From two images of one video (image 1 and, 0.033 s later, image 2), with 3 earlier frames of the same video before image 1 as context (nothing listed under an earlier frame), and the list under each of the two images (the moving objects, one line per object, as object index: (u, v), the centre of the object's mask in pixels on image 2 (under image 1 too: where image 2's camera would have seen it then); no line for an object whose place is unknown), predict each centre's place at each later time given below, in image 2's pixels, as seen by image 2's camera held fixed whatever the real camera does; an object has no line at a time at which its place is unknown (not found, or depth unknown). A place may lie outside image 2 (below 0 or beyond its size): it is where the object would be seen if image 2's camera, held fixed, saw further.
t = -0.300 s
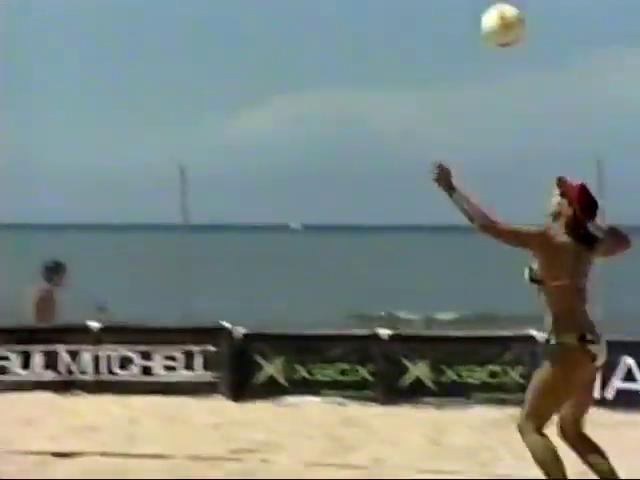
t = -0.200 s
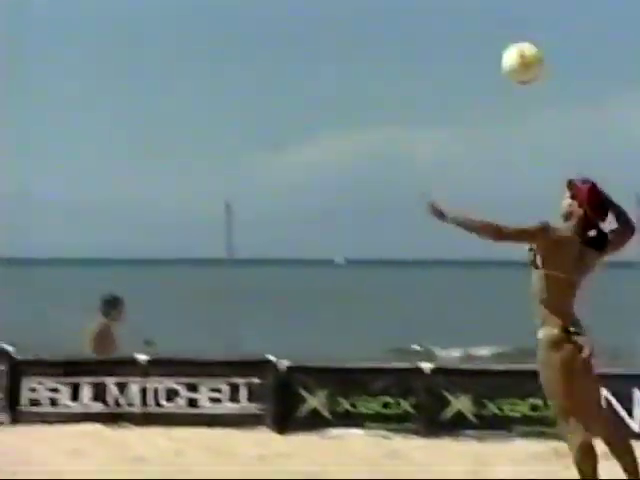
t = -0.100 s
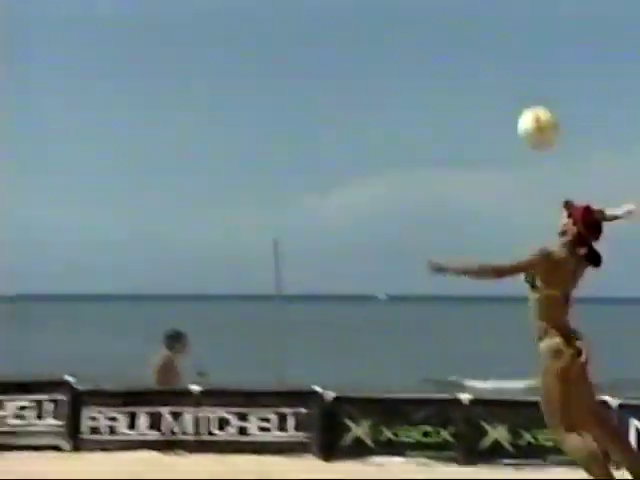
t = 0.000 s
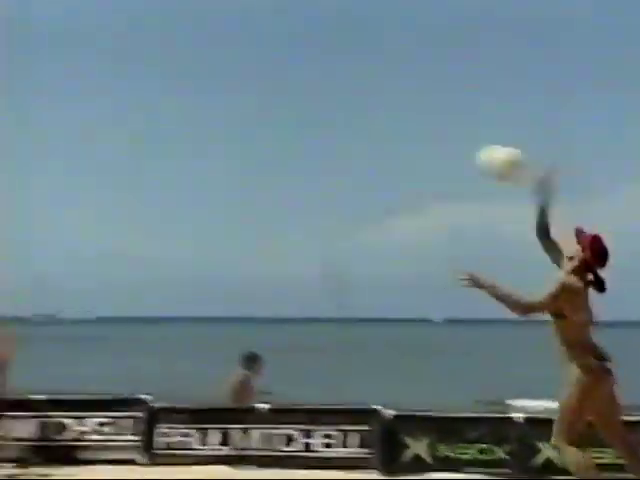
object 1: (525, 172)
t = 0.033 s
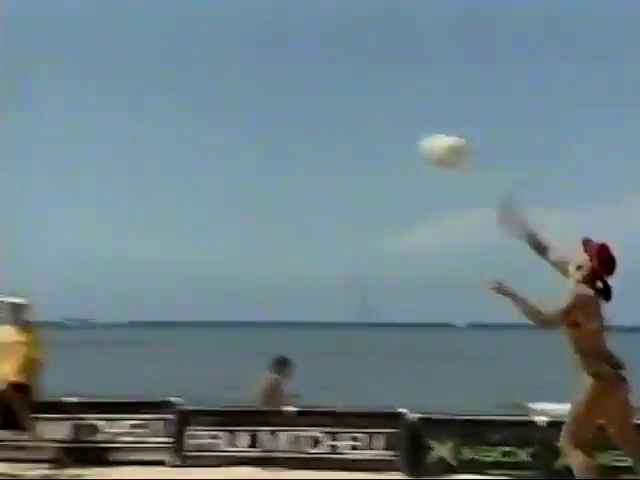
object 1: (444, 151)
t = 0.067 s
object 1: (366, 133)
